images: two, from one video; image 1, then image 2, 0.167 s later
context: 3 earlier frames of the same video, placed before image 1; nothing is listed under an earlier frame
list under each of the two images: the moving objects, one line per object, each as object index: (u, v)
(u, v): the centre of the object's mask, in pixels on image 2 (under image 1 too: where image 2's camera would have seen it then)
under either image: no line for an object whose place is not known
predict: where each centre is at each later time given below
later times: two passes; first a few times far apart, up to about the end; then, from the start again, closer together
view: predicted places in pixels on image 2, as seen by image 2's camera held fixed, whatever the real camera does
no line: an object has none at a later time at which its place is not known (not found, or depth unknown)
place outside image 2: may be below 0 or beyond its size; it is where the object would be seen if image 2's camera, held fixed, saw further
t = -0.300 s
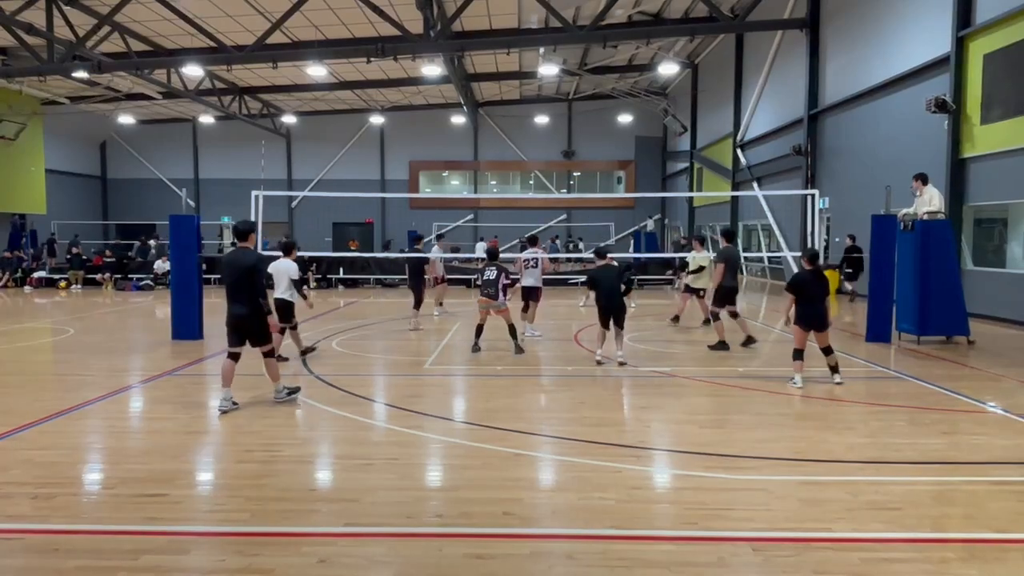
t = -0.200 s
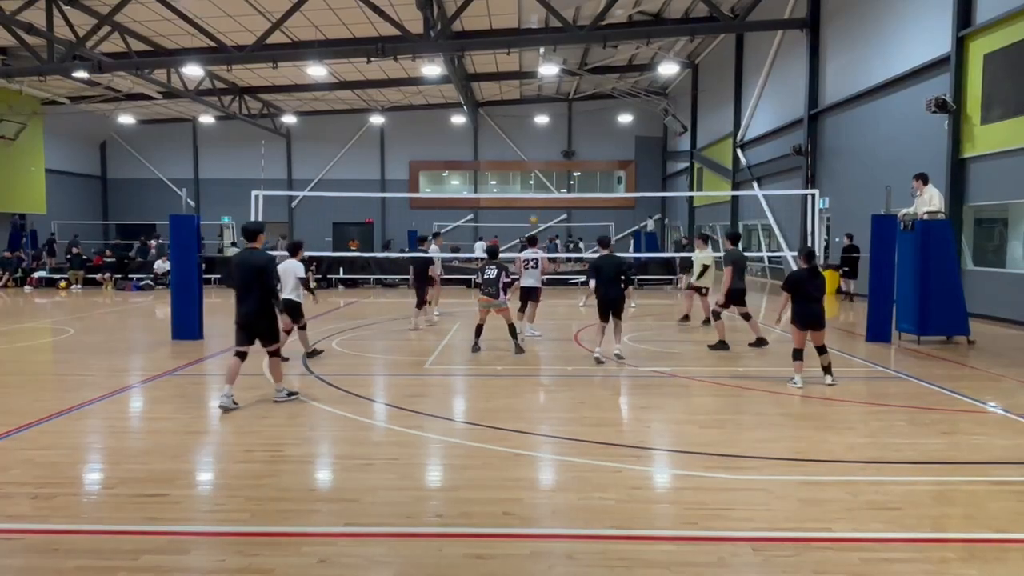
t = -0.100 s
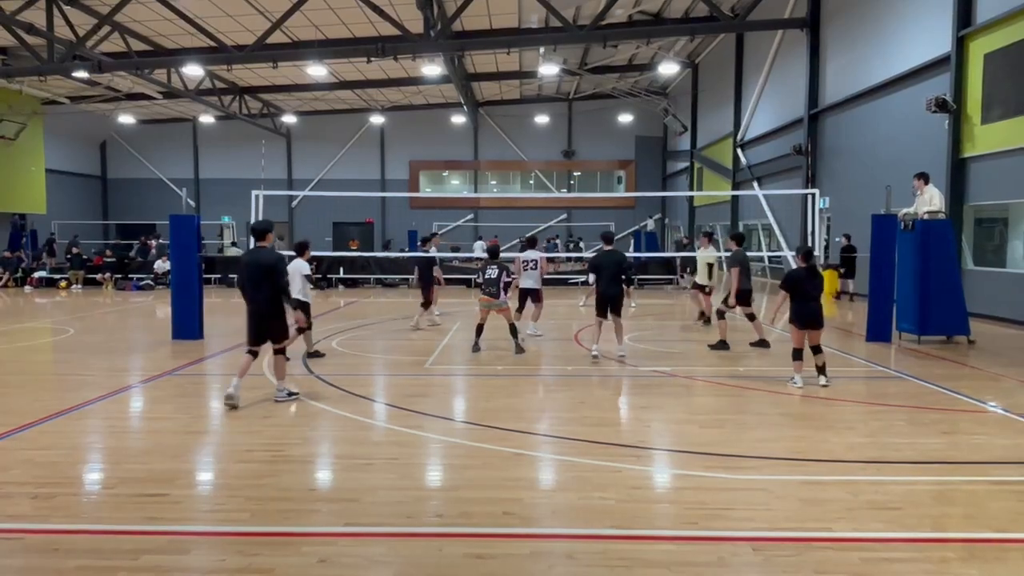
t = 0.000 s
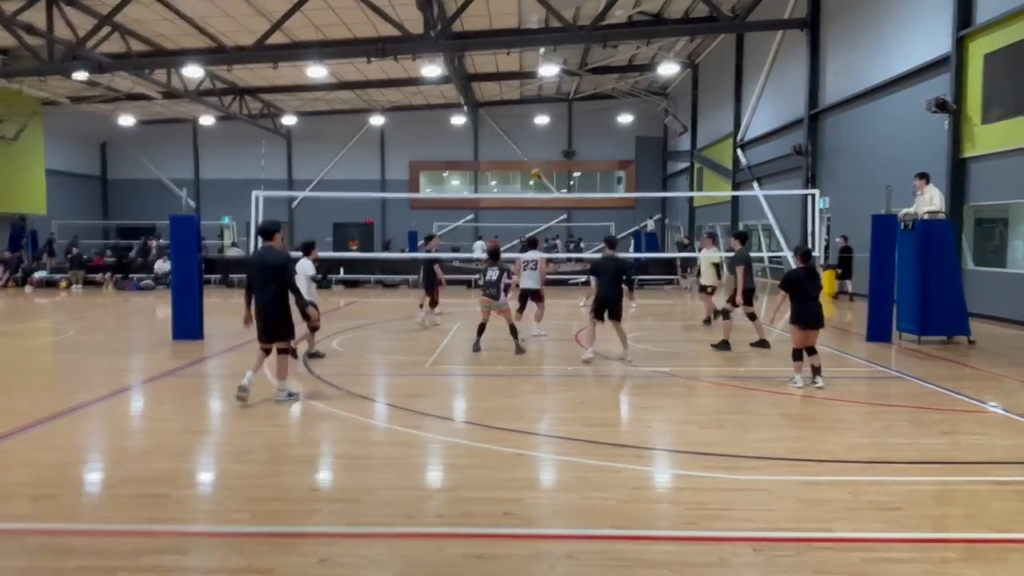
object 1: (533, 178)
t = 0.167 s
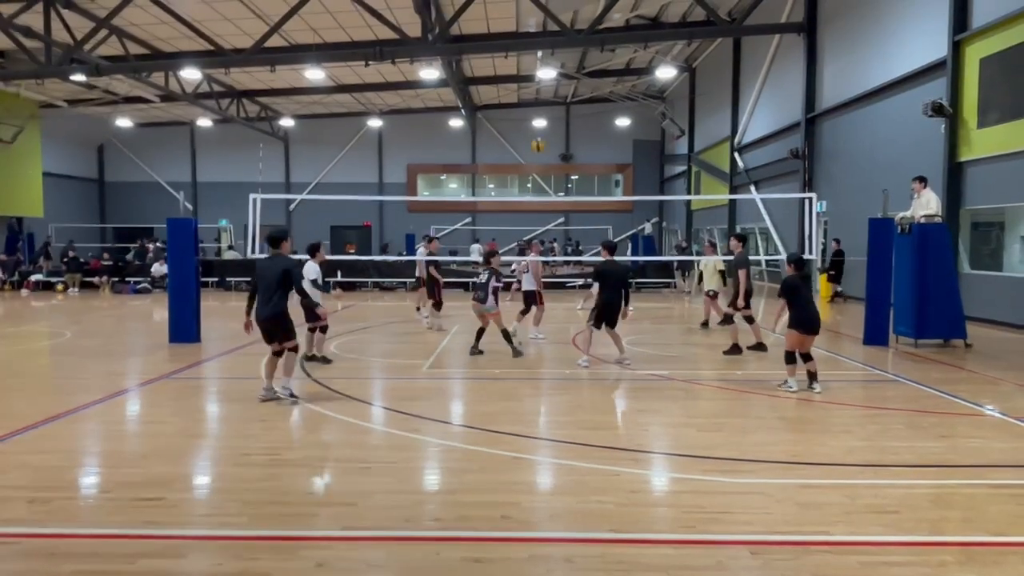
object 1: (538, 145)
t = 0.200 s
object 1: (539, 139)
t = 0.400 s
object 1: (550, 112)
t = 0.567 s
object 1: (563, 113)
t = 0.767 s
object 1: (599, 153)
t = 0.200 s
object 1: (539, 139)
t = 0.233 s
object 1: (541, 134)
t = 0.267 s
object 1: (540, 129)
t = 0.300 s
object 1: (542, 125)
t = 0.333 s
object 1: (544, 121)
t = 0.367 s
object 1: (547, 117)
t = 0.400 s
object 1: (550, 112)
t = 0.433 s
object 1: (550, 113)
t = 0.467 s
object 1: (554, 111)
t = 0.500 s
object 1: (557, 111)
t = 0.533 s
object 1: (560, 112)
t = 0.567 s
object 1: (563, 113)
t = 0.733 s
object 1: (590, 140)
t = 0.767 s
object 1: (599, 153)
